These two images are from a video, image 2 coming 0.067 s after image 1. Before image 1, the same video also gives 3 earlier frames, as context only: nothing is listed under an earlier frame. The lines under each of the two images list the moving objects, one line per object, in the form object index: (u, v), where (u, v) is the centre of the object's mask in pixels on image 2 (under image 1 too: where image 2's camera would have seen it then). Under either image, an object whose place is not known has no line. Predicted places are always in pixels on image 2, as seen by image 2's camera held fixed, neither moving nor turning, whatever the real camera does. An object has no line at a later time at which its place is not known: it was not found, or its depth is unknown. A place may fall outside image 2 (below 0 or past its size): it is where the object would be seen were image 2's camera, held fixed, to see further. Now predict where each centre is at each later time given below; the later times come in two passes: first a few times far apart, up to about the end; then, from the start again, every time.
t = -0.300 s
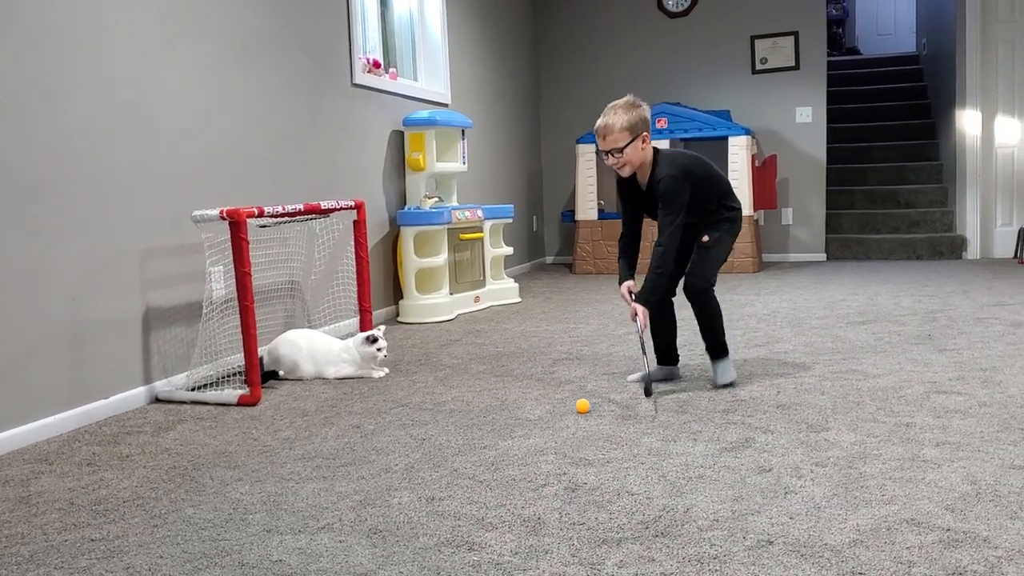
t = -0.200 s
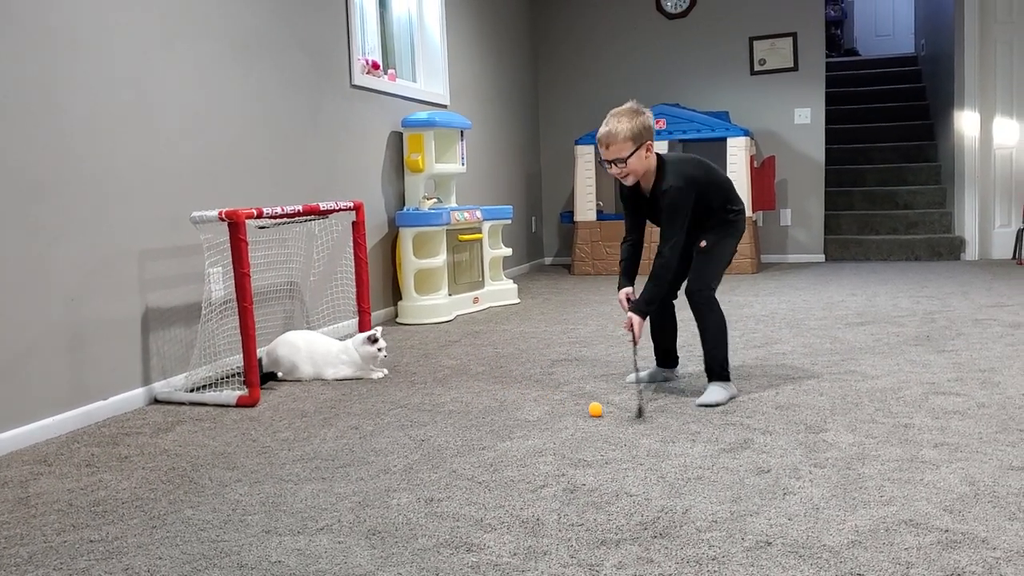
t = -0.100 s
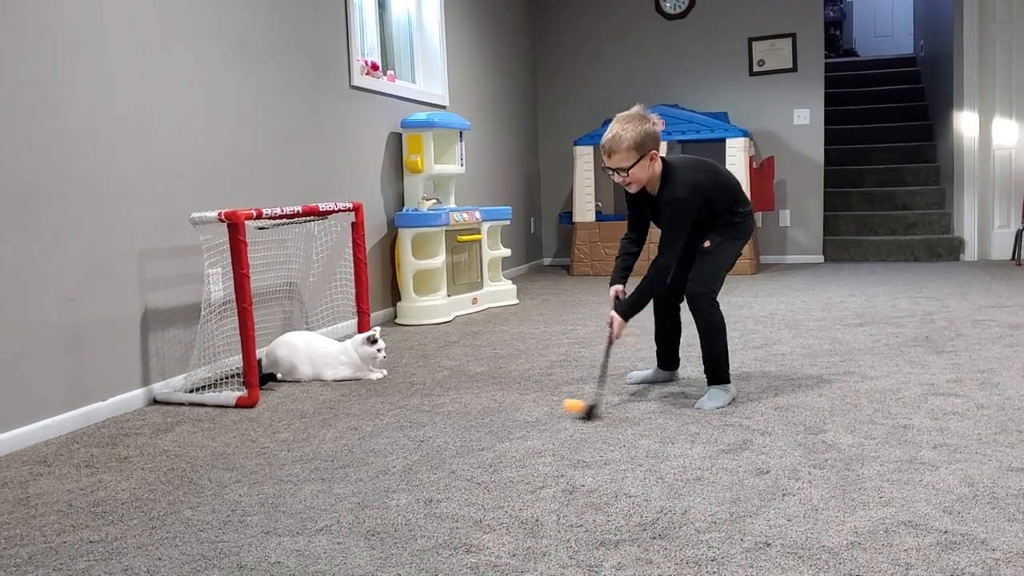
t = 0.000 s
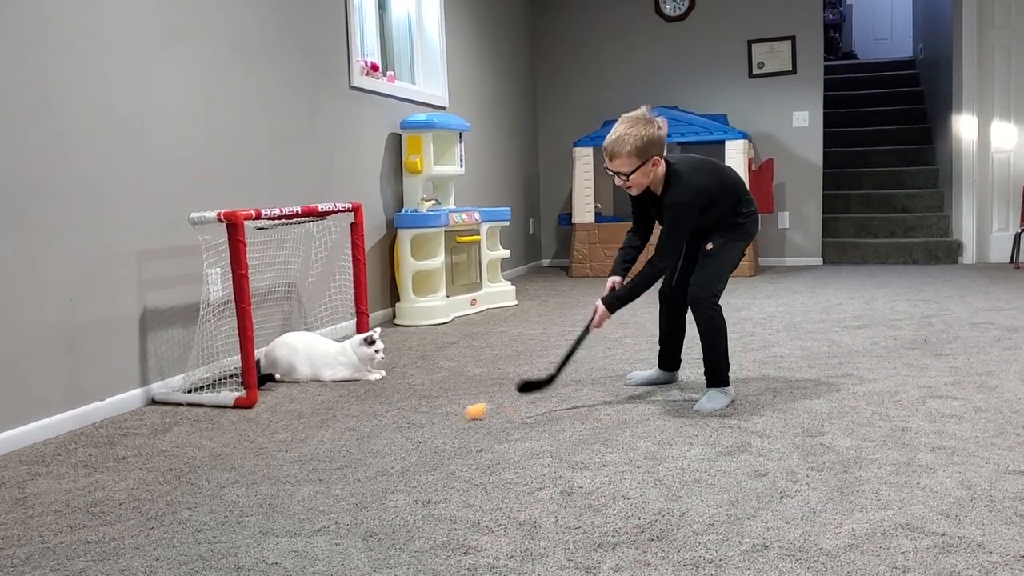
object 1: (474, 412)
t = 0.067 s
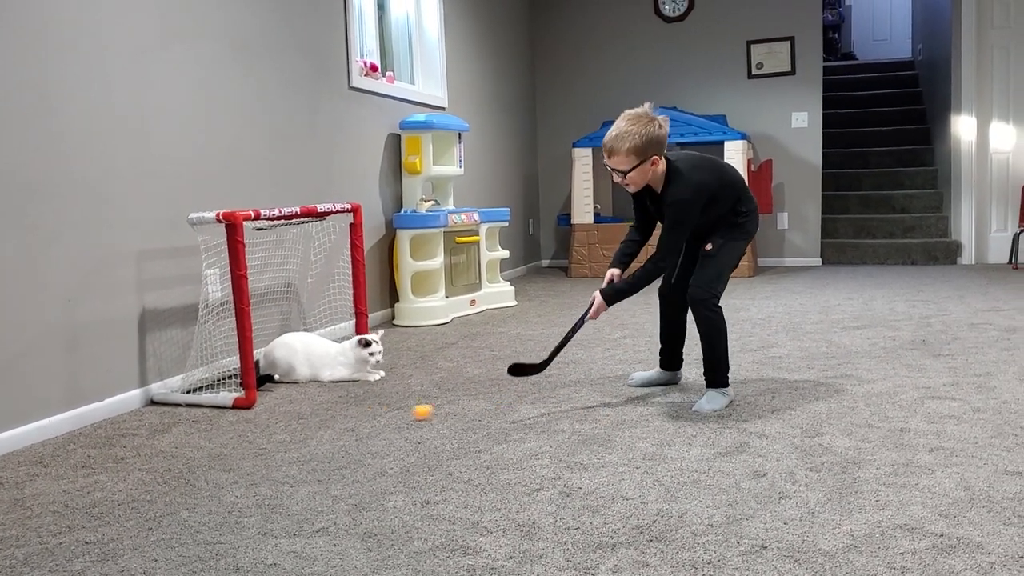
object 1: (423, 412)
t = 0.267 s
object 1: (306, 417)
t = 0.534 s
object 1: (204, 418)
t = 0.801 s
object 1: (121, 419)
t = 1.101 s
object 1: (94, 423)
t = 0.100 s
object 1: (397, 414)
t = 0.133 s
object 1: (377, 413)
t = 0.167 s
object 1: (357, 413)
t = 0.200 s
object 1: (338, 415)
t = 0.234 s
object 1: (322, 415)
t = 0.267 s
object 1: (306, 417)
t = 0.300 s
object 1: (293, 416)
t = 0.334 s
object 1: (280, 417)
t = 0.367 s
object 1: (266, 417)
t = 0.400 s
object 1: (253, 417)
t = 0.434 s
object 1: (240, 417)
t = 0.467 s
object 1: (228, 418)
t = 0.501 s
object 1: (215, 418)
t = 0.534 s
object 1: (204, 418)
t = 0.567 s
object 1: (192, 418)
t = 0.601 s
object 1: (181, 419)
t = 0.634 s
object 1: (170, 419)
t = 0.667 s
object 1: (159, 419)
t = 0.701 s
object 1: (149, 419)
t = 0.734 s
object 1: (139, 419)
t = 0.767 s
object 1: (129, 419)
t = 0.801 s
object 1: (121, 419)
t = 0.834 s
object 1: (111, 419)
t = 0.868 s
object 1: (102, 419)
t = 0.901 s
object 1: (93, 419)
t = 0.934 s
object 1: (90, 420)
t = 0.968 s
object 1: (92, 420)
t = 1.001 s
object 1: (93, 420)
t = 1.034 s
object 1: (93, 420)
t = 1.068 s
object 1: (94, 422)
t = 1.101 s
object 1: (94, 423)
